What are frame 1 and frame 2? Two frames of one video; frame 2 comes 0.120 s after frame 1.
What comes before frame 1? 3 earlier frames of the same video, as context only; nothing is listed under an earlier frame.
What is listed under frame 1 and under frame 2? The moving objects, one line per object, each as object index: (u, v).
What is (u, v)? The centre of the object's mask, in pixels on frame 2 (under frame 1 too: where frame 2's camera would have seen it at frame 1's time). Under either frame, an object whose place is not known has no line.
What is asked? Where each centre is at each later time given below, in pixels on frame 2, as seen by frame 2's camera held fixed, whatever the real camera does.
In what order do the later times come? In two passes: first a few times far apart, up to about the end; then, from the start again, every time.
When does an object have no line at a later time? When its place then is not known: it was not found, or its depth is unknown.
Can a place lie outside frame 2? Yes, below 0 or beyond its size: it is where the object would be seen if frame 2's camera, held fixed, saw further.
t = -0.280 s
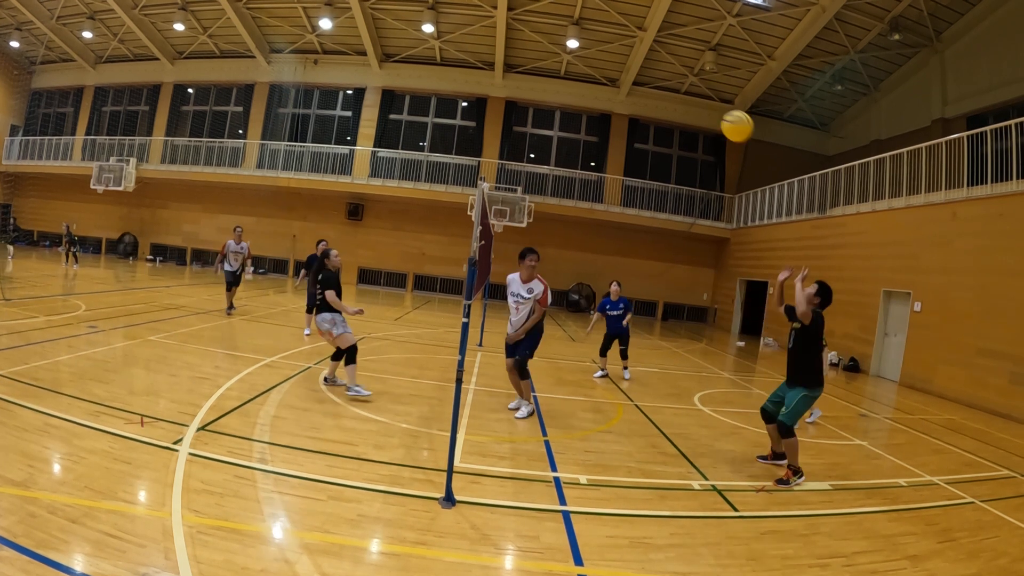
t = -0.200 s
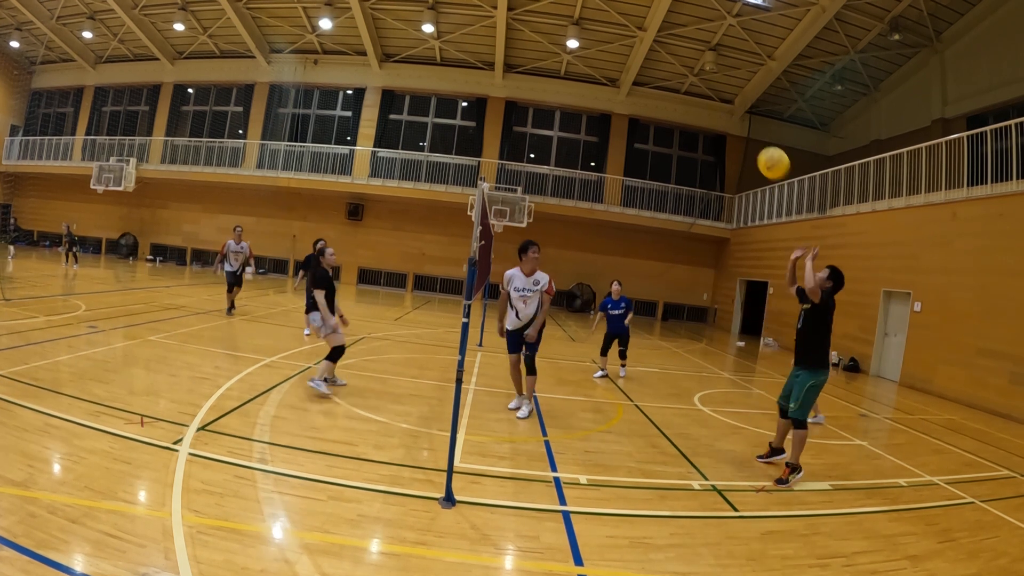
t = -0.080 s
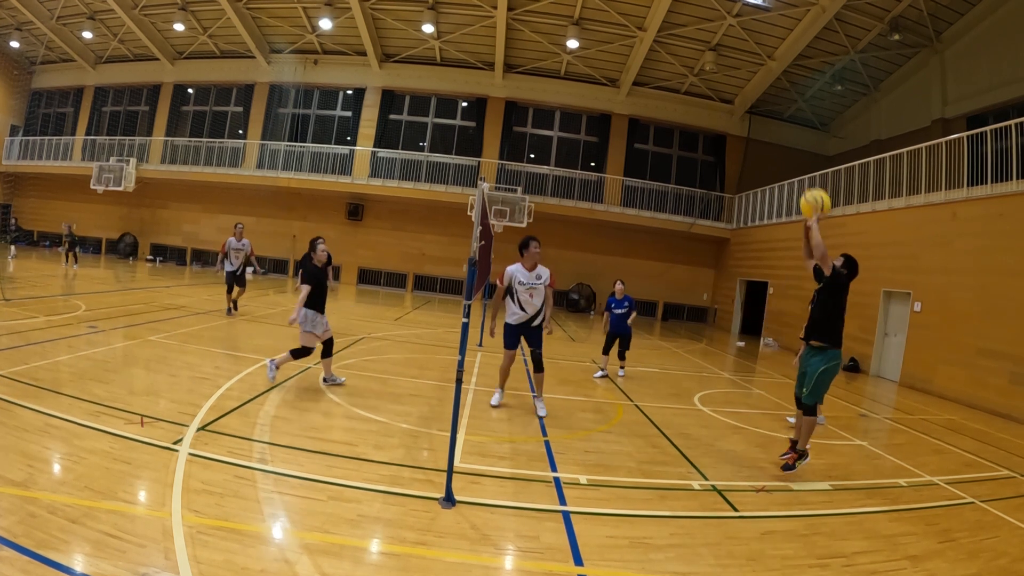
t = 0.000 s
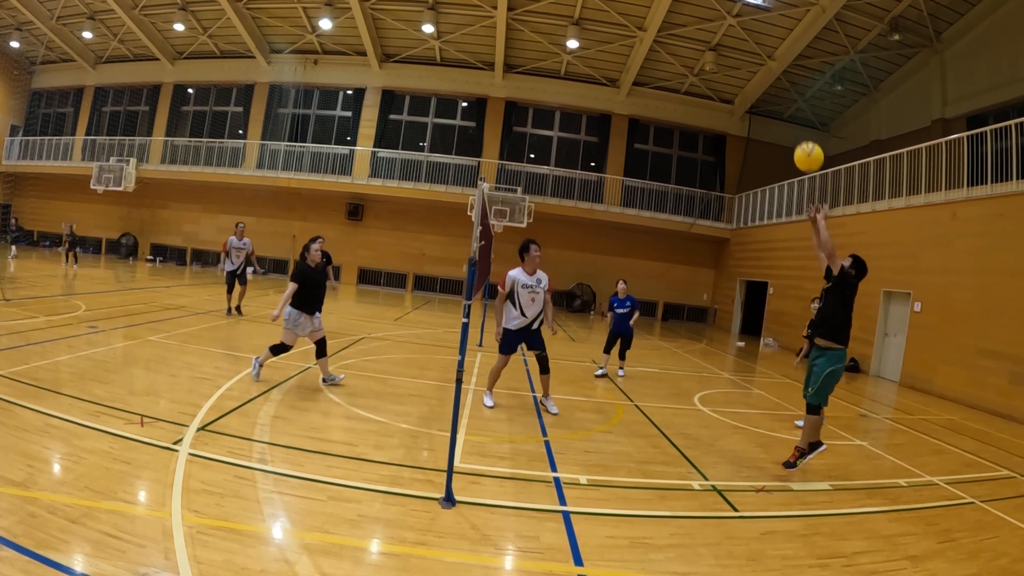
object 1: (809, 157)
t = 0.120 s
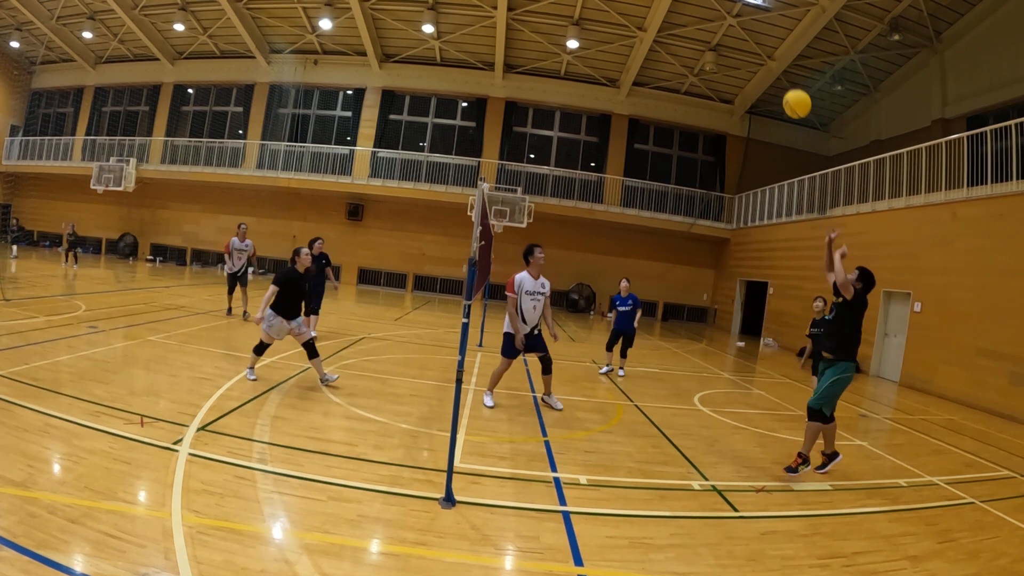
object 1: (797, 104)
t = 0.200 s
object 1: (789, 78)
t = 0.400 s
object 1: (770, 46)
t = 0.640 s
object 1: (750, 54)
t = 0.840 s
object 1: (733, 95)
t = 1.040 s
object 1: (714, 166)
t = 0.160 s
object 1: (793, 90)
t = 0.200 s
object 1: (789, 78)
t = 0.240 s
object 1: (785, 69)
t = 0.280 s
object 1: (781, 61)
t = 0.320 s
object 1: (778, 54)
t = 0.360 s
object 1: (774, 49)
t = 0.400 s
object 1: (770, 46)
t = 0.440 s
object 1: (767, 44)
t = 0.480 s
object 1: (764, 44)
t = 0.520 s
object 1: (760, 45)
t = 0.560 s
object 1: (757, 46)
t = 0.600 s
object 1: (753, 50)
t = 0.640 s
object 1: (750, 54)
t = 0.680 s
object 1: (747, 60)
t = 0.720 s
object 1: (743, 67)
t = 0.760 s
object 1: (740, 75)
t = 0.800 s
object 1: (736, 85)
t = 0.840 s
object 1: (733, 95)
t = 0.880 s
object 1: (729, 107)
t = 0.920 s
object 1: (725, 119)
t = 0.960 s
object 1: (722, 134)
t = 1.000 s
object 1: (718, 149)
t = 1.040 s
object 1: (714, 166)
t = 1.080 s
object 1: (711, 184)
